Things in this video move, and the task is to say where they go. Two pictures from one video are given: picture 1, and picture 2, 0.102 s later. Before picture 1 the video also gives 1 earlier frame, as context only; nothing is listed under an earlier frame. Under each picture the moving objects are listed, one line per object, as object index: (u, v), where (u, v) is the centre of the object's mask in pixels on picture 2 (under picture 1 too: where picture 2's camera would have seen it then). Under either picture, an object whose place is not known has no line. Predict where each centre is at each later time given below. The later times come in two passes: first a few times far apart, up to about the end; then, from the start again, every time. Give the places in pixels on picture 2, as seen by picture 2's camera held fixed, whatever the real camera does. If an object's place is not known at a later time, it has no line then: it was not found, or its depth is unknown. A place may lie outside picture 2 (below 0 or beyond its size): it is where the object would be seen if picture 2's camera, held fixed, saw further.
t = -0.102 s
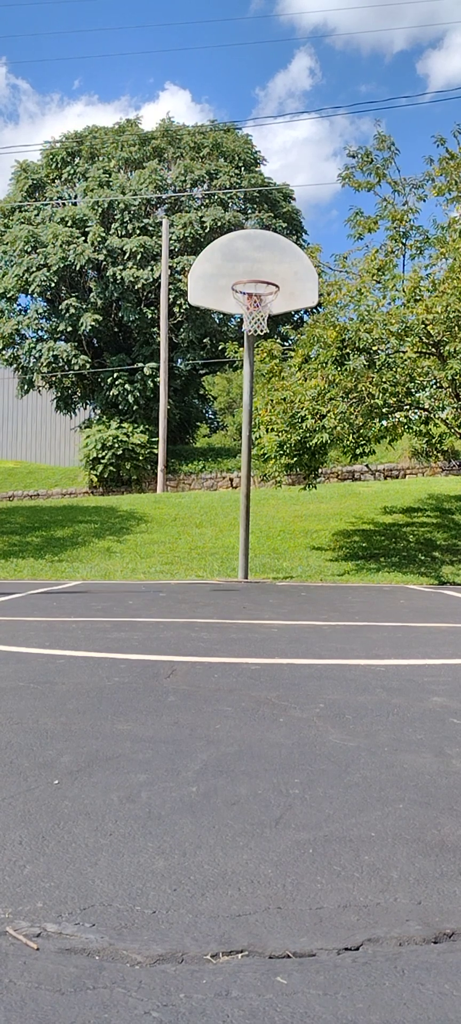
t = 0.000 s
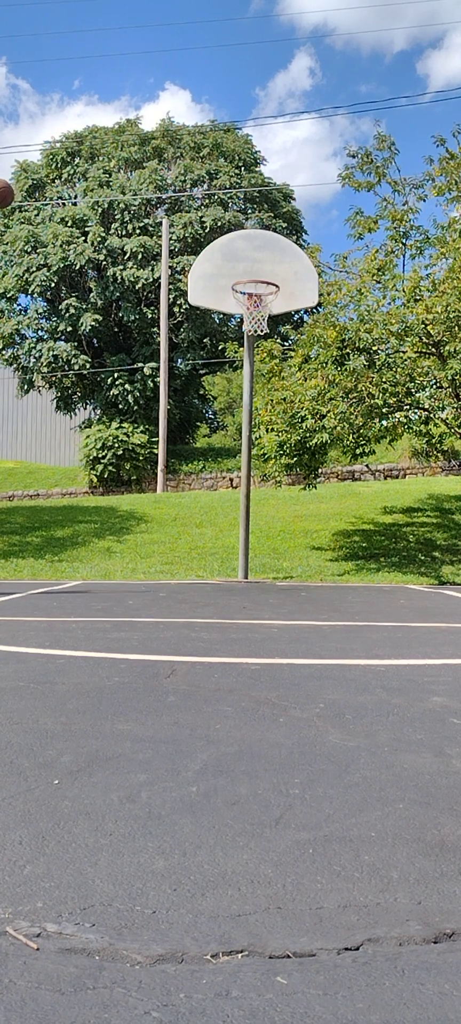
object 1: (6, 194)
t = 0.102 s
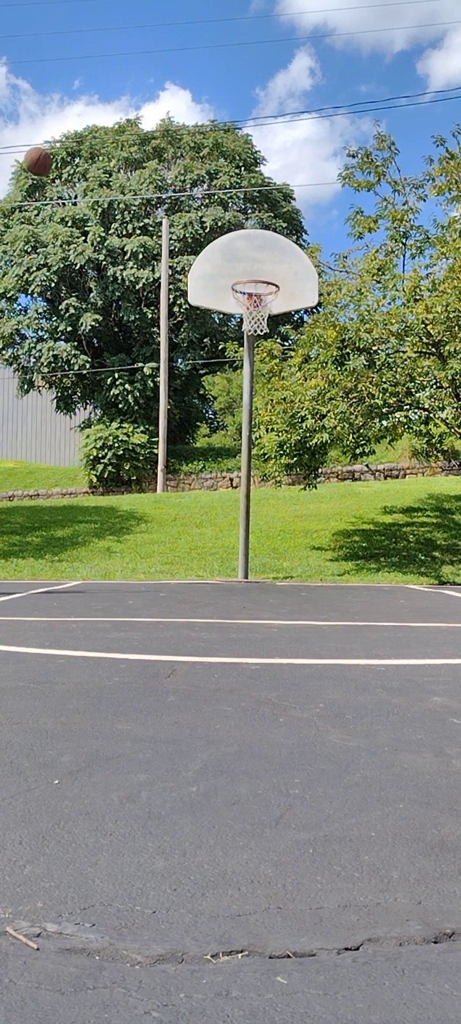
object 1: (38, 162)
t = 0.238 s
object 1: (86, 138)
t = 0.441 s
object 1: (150, 139)
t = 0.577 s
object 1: (189, 160)
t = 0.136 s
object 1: (50, 154)
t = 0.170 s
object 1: (62, 147)
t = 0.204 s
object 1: (74, 142)
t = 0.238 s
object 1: (86, 138)
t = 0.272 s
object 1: (97, 135)
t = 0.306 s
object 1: (107, 133)
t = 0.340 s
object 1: (119, 133)
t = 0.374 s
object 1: (129, 133)
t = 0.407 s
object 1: (139, 135)
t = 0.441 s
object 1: (150, 139)
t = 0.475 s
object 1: (160, 142)
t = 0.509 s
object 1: (170, 148)
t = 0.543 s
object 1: (180, 154)
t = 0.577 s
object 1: (189, 160)
